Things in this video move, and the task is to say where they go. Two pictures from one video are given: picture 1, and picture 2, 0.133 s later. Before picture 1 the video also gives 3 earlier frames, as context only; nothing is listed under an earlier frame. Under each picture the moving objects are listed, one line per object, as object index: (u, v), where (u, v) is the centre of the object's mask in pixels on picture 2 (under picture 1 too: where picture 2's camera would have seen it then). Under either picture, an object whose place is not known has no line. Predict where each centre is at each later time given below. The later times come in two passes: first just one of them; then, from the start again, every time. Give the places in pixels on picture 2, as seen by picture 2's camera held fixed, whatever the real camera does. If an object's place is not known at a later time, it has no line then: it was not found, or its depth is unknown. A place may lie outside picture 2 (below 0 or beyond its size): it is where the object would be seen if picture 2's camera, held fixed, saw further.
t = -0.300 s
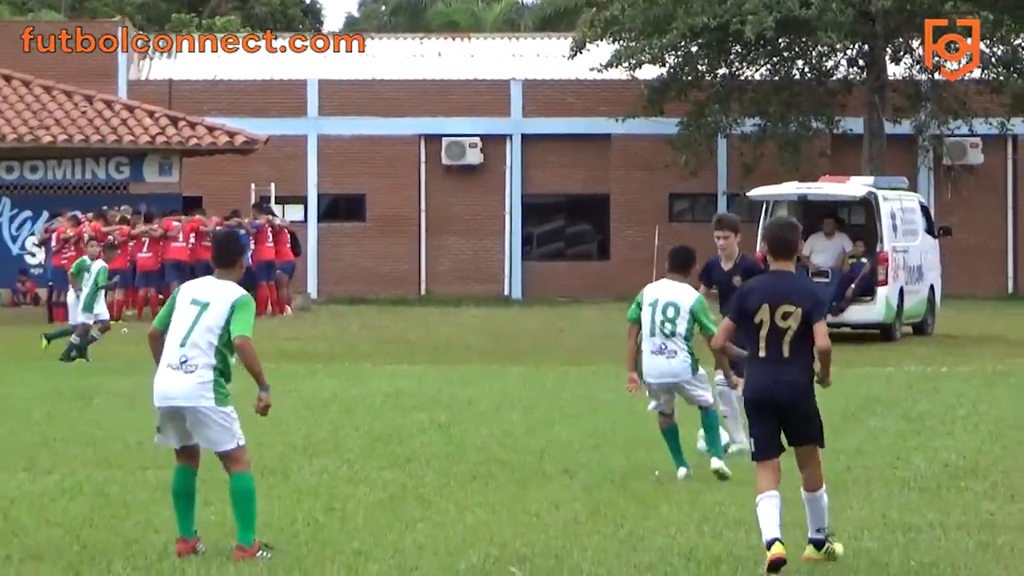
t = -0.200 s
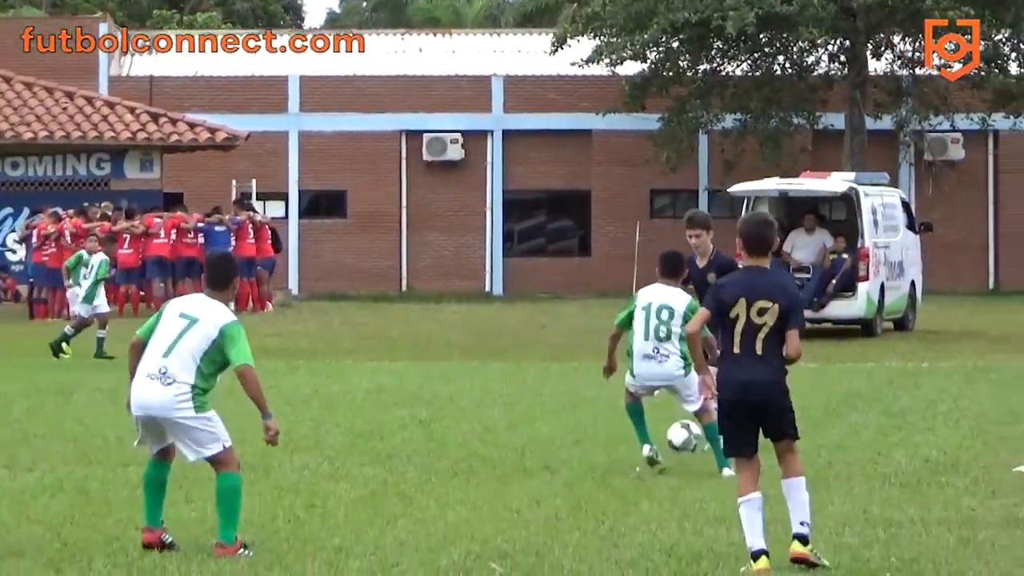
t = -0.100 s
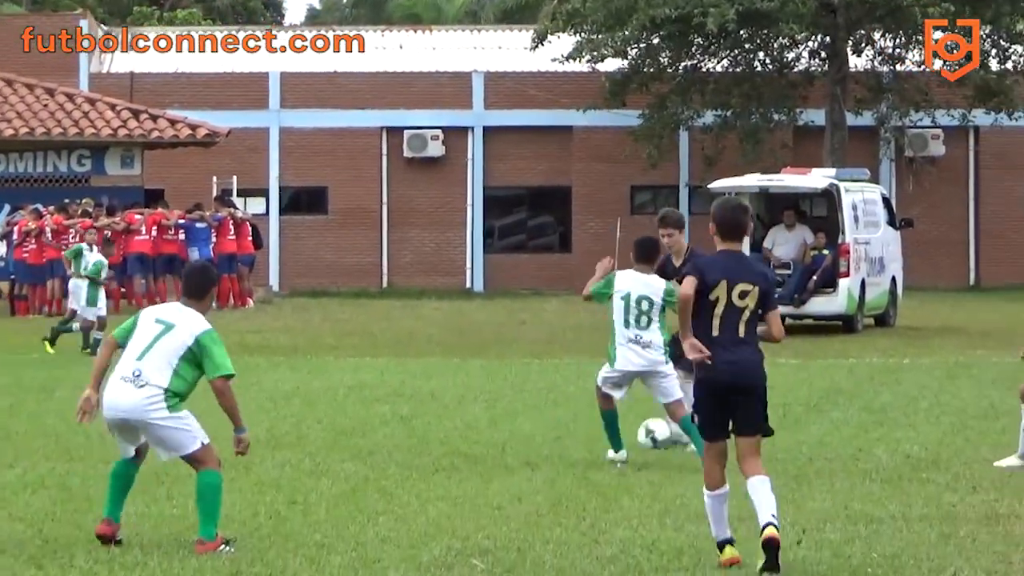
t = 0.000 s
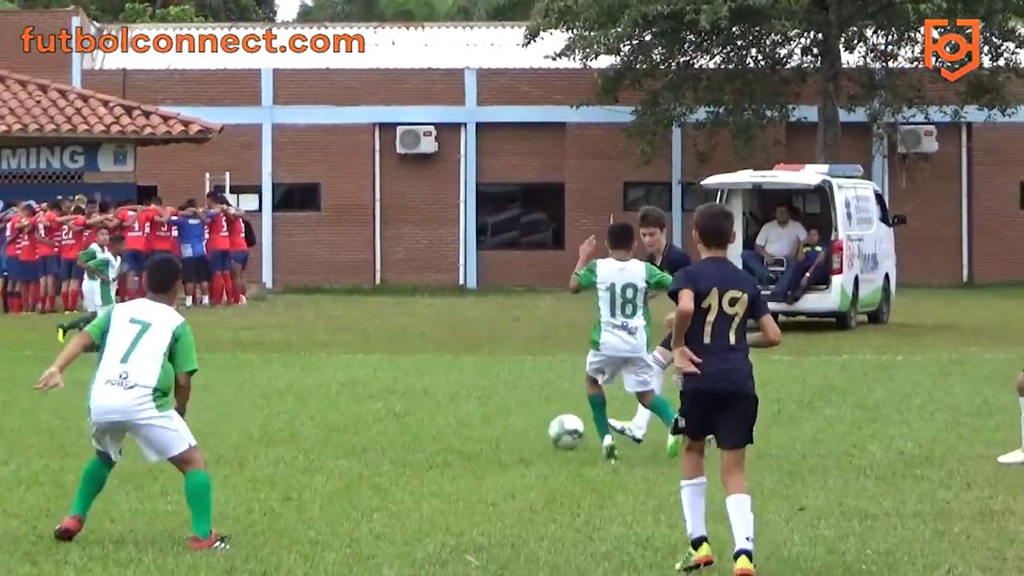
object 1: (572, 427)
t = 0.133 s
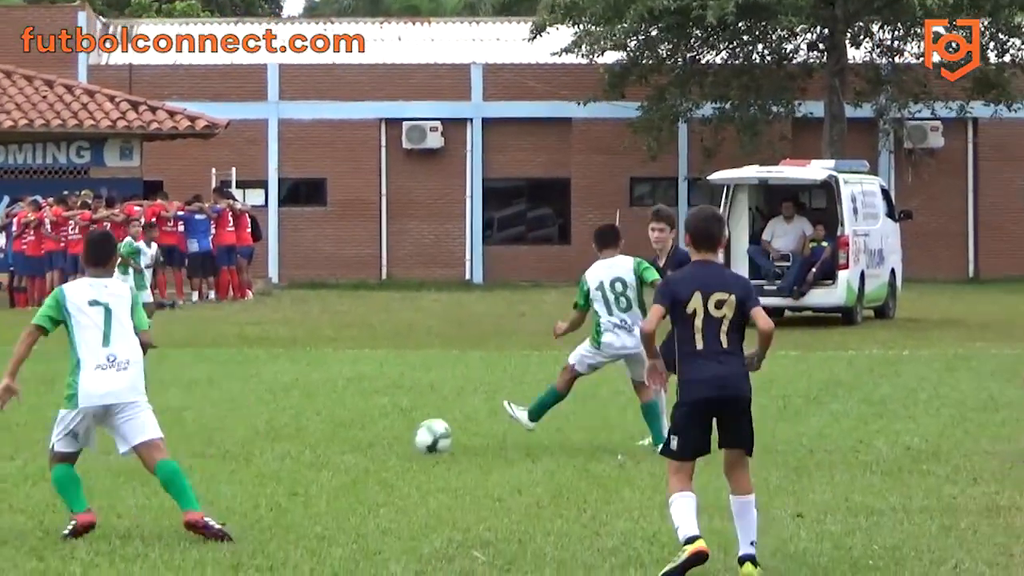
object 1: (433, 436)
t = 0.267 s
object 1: (297, 446)
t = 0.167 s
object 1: (398, 440)
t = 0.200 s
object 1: (364, 442)
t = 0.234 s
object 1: (331, 443)
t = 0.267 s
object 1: (297, 446)
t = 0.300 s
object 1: (263, 449)
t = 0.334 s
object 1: (230, 452)
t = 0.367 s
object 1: (197, 453)
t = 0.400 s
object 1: (164, 455)
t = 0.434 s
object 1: (130, 458)
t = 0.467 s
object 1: (96, 462)
